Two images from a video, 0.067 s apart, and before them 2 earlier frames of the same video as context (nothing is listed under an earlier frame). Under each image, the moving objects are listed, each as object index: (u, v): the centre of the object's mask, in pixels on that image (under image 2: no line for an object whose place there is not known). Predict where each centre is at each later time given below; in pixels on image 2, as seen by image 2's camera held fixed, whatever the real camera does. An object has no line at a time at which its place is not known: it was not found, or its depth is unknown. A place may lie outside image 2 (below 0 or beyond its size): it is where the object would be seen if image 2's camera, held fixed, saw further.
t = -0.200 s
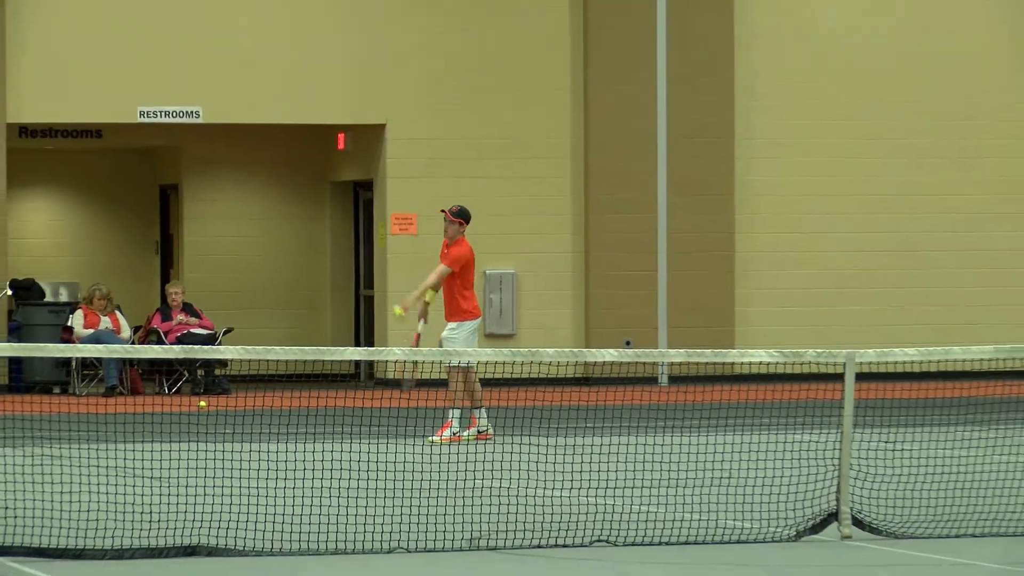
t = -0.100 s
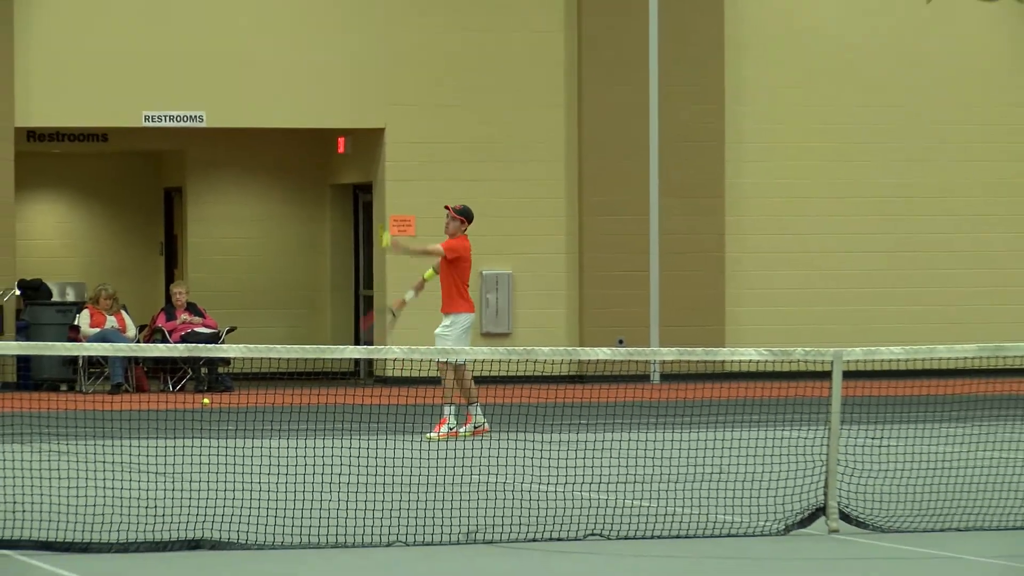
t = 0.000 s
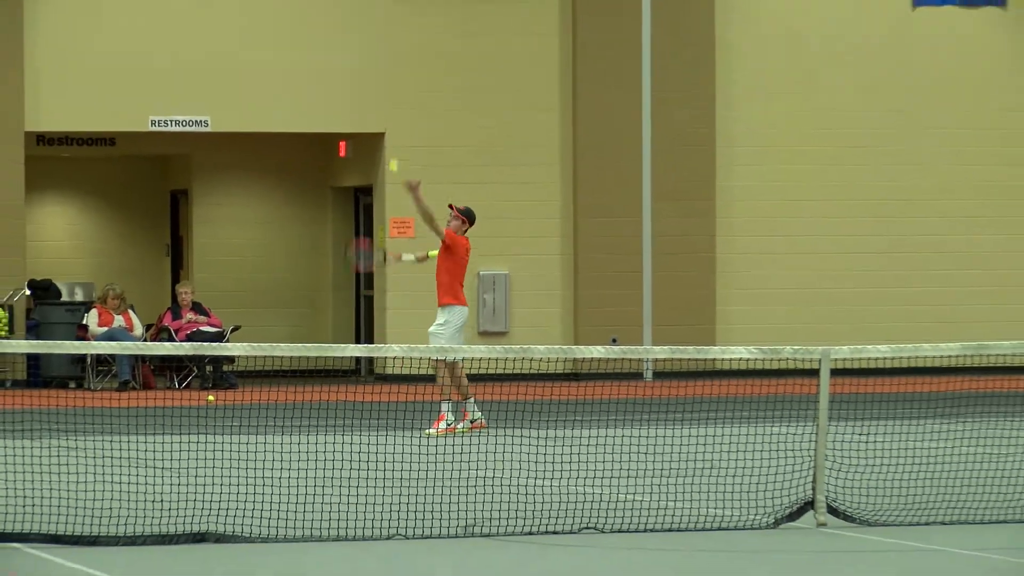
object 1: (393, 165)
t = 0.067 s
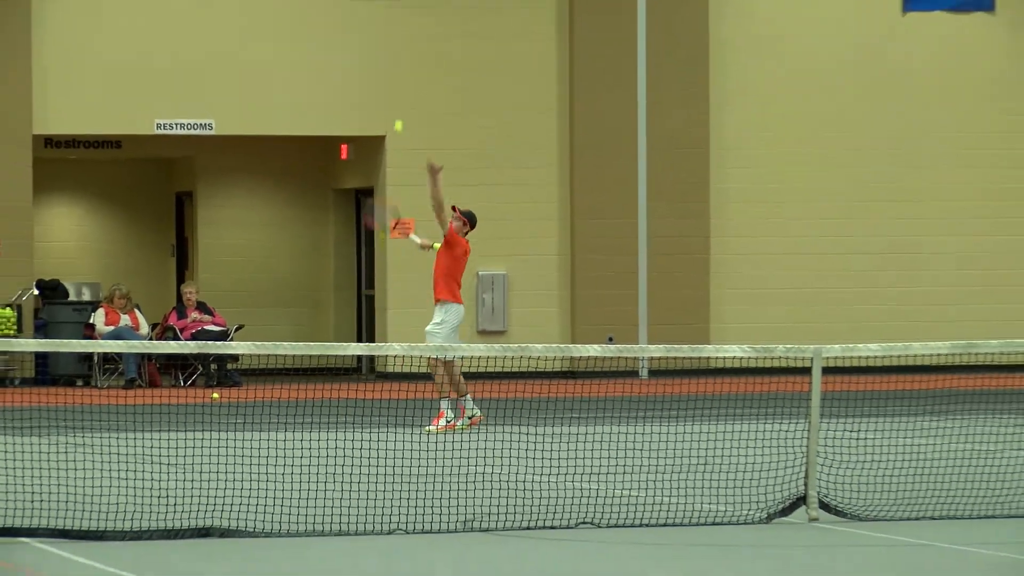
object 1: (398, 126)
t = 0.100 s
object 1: (401, 108)
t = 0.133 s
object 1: (403, 92)
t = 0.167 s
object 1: (404, 77)
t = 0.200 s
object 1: (406, 63)
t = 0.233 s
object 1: (408, 51)
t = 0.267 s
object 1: (410, 41)
